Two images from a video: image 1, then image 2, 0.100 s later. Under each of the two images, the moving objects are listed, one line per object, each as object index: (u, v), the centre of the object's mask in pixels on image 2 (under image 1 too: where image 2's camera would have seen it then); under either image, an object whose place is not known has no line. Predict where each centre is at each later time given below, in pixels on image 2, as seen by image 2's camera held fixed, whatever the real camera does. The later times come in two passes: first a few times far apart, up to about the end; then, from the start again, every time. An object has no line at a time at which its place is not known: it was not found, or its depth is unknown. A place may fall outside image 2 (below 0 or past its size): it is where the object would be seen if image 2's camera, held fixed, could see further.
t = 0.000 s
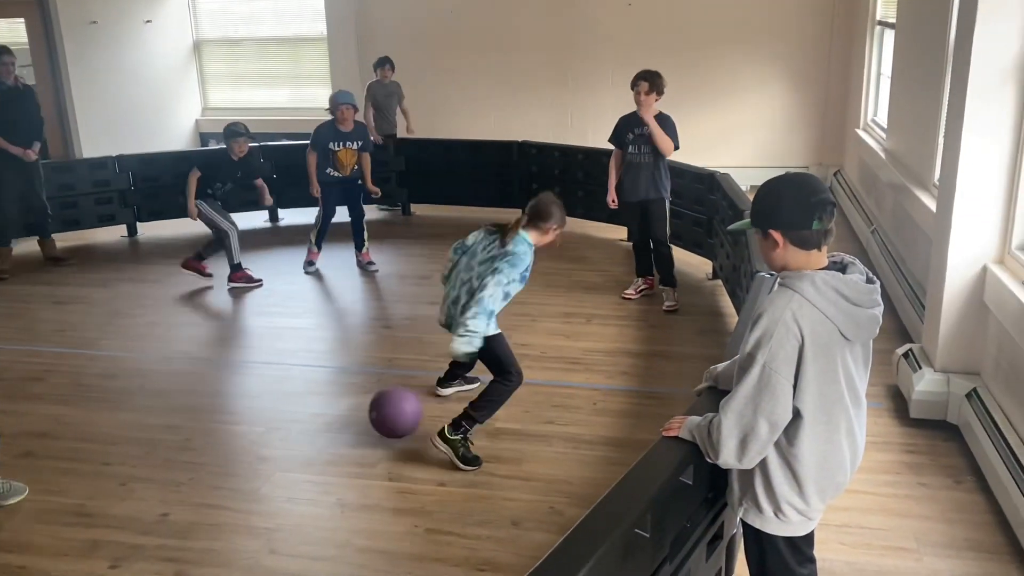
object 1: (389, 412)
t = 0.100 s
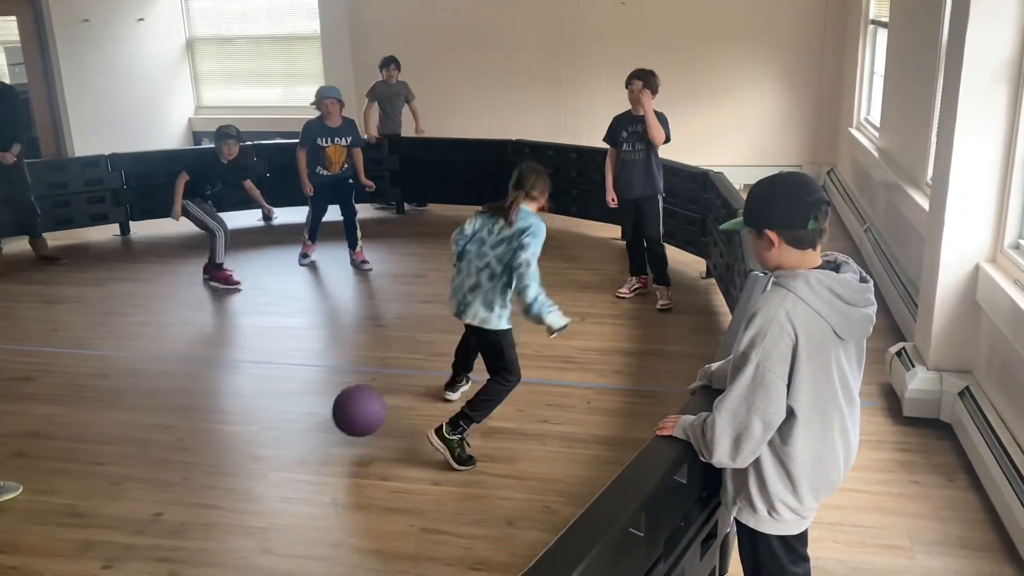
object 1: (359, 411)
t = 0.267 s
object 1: (311, 413)
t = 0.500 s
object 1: (240, 421)
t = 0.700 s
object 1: (180, 433)
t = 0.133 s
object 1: (350, 415)
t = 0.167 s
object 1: (340, 421)
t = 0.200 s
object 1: (331, 419)
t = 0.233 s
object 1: (321, 415)
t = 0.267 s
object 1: (311, 413)
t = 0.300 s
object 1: (302, 414)
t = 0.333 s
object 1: (292, 417)
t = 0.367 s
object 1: (283, 423)
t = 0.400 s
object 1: (273, 424)
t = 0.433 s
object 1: (262, 420)
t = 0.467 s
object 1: (251, 420)
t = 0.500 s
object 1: (240, 421)
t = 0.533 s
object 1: (229, 425)
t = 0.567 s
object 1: (219, 429)
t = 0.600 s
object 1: (208, 426)
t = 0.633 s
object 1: (198, 426)
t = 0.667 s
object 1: (189, 428)
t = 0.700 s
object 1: (180, 433)
